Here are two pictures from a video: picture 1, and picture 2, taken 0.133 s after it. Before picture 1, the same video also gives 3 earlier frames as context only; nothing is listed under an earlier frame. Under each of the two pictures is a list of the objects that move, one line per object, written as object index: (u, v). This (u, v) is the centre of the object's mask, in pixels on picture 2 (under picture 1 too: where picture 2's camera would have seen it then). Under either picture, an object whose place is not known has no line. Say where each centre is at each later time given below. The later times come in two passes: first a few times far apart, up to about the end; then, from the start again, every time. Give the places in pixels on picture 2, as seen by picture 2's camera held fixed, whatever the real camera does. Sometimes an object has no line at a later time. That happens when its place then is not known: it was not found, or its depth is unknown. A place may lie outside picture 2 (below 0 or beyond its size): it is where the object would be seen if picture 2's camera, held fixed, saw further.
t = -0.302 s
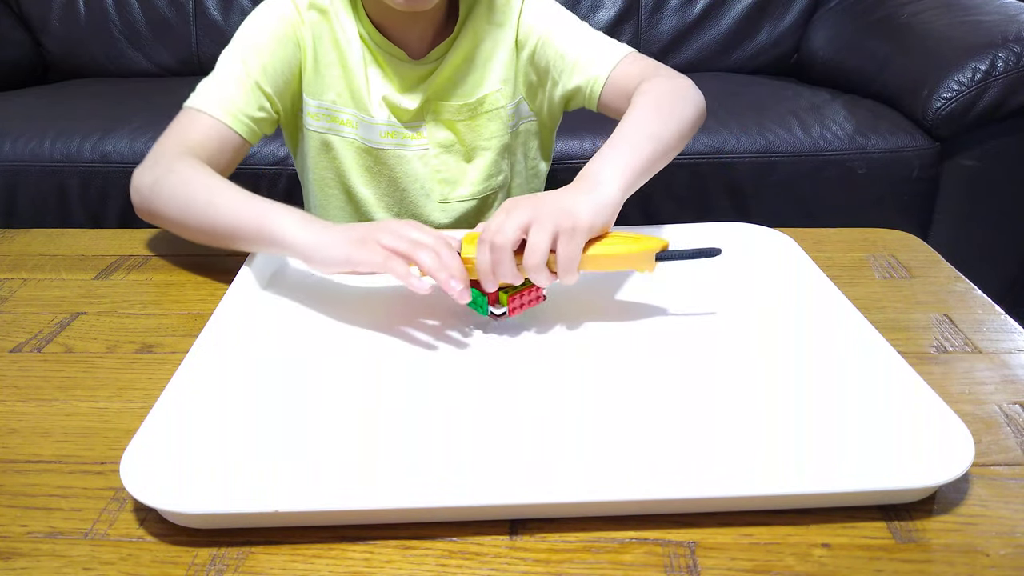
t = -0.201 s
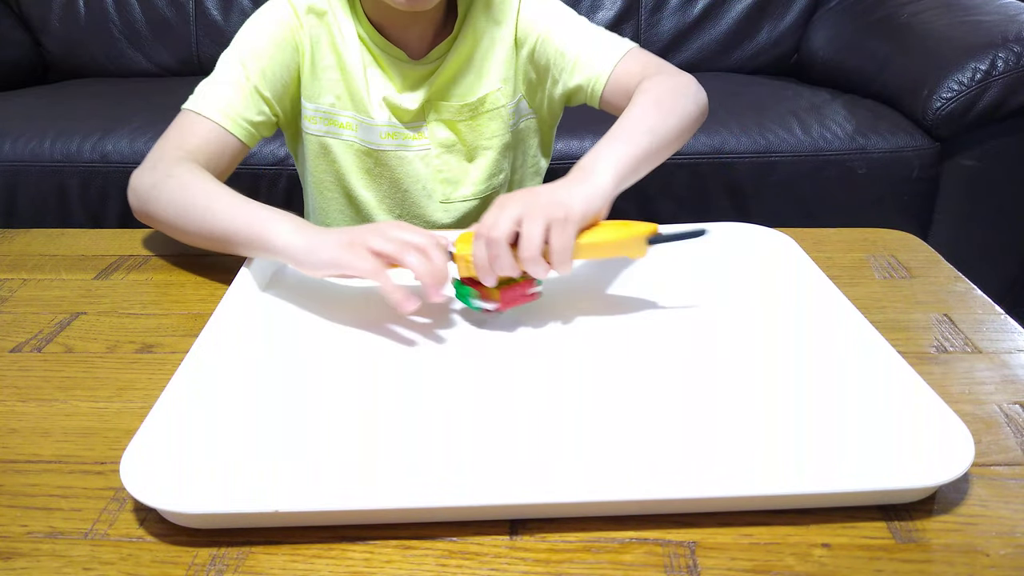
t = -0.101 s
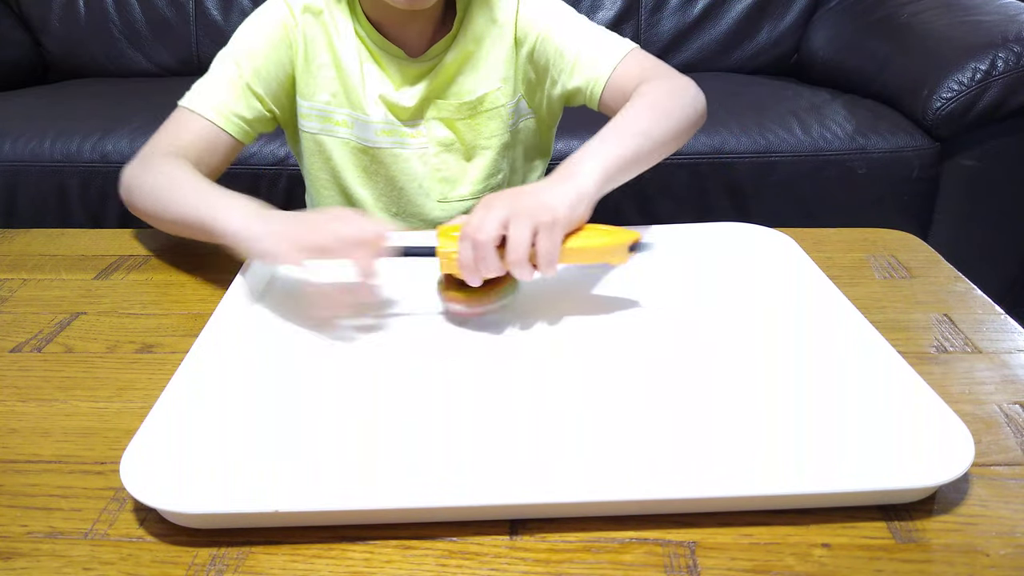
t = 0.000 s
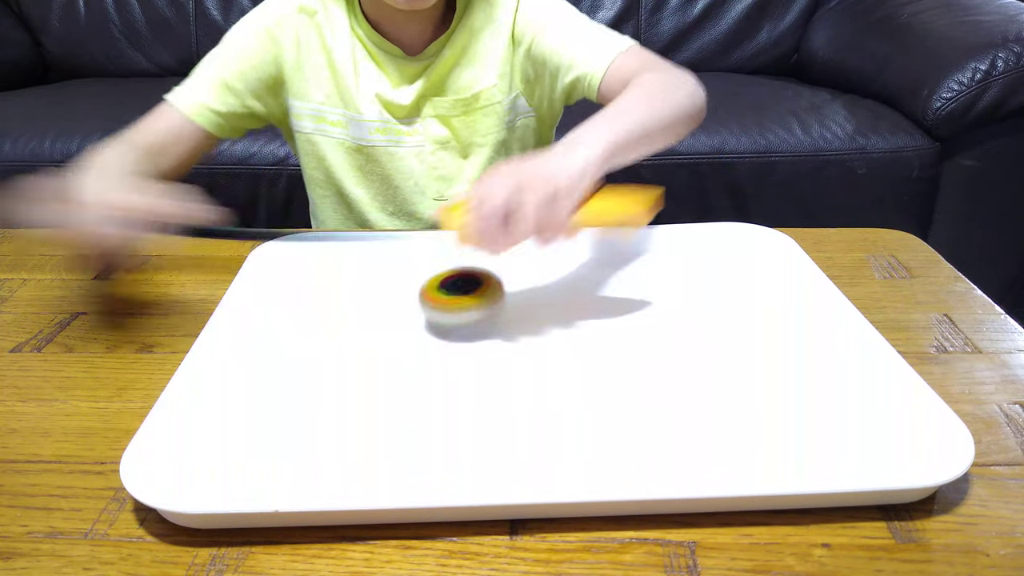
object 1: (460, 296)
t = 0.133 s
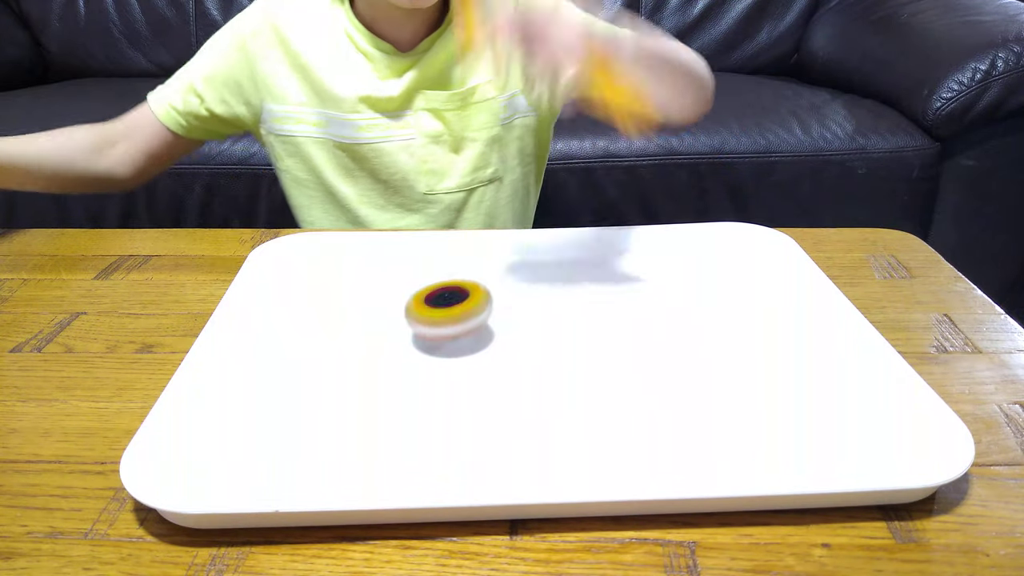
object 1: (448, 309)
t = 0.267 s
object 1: (443, 320)
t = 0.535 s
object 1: (442, 327)
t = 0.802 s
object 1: (440, 329)
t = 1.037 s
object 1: (437, 330)
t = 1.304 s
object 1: (435, 329)
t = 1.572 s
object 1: (434, 328)
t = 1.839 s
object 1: (436, 326)
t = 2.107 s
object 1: (439, 325)
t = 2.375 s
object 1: (442, 324)
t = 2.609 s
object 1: (443, 325)
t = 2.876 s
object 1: (442, 326)
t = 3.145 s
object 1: (442, 326)
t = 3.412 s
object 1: (441, 326)
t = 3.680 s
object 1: (441, 326)
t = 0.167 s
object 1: (446, 312)
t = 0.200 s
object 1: (444, 315)
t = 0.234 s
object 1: (444, 318)
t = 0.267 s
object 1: (443, 320)
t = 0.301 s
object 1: (443, 323)
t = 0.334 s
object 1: (442, 324)
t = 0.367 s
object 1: (442, 325)
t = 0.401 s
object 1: (442, 325)
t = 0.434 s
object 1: (443, 326)
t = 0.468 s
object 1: (442, 326)
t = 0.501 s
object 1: (442, 326)
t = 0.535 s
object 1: (442, 327)
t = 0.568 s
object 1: (442, 327)
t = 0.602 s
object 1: (442, 327)
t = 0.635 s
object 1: (441, 327)
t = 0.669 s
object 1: (441, 327)
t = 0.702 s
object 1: (441, 328)
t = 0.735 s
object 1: (441, 328)
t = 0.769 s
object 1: (440, 328)
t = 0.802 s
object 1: (440, 329)
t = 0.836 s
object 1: (440, 329)
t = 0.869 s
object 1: (439, 329)
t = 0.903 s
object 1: (439, 329)
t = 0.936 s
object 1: (438, 329)
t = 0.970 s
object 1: (438, 329)
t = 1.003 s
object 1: (438, 329)
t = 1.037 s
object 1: (437, 330)
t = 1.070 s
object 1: (437, 330)
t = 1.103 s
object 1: (437, 329)
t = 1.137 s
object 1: (436, 329)
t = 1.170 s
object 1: (436, 329)
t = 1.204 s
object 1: (435, 329)
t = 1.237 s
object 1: (435, 329)
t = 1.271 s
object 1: (435, 329)
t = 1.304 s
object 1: (435, 329)
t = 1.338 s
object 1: (434, 329)
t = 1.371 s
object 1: (434, 328)
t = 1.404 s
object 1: (434, 329)
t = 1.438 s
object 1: (434, 329)
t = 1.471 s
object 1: (434, 329)
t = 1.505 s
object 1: (434, 328)
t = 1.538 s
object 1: (434, 328)
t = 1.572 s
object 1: (434, 328)
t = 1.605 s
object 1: (434, 327)
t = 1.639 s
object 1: (434, 327)
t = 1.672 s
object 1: (434, 327)
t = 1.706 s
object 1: (435, 327)
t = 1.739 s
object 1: (435, 327)
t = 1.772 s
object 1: (435, 326)
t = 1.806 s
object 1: (435, 326)
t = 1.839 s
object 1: (436, 326)
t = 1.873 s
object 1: (436, 326)
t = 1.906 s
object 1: (436, 325)
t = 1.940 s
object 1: (437, 325)
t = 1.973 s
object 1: (437, 325)
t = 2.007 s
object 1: (437, 325)
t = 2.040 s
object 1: (437, 325)
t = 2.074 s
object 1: (438, 325)
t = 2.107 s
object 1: (439, 325)
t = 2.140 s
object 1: (439, 324)
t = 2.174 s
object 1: (439, 324)
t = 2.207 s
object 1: (440, 325)
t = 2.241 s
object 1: (440, 325)
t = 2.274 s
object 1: (441, 324)
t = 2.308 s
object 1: (441, 324)
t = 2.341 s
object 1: (441, 324)
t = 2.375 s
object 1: (442, 324)
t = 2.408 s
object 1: (442, 325)
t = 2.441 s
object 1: (442, 324)
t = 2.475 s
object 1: (442, 325)
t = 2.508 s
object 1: (443, 325)
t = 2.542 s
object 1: (443, 325)
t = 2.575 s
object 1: (443, 325)
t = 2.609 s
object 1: (443, 325)
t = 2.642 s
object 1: (443, 325)
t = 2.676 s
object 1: (443, 325)
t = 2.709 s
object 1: (442, 325)
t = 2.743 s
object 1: (442, 325)
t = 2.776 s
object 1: (442, 325)
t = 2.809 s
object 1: (442, 325)
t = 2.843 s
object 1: (442, 326)
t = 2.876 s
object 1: (442, 326)
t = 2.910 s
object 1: (443, 326)
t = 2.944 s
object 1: (442, 326)
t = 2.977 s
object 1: (442, 326)
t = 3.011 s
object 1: (442, 326)
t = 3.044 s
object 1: (442, 326)
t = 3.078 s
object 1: (442, 326)
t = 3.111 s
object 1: (442, 326)
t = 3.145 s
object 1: (442, 326)
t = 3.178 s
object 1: (442, 326)
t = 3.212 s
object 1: (441, 326)
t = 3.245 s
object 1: (441, 326)
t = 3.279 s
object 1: (441, 326)
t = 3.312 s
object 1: (441, 326)
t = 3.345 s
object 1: (441, 326)
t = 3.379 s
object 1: (441, 326)
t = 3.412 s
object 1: (441, 326)
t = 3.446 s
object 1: (441, 326)
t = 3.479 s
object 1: (441, 326)
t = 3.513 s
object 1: (440, 326)
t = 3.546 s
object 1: (441, 326)
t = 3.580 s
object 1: (441, 326)
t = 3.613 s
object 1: (441, 326)
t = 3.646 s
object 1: (441, 326)
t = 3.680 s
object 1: (441, 326)
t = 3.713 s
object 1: (441, 326)
